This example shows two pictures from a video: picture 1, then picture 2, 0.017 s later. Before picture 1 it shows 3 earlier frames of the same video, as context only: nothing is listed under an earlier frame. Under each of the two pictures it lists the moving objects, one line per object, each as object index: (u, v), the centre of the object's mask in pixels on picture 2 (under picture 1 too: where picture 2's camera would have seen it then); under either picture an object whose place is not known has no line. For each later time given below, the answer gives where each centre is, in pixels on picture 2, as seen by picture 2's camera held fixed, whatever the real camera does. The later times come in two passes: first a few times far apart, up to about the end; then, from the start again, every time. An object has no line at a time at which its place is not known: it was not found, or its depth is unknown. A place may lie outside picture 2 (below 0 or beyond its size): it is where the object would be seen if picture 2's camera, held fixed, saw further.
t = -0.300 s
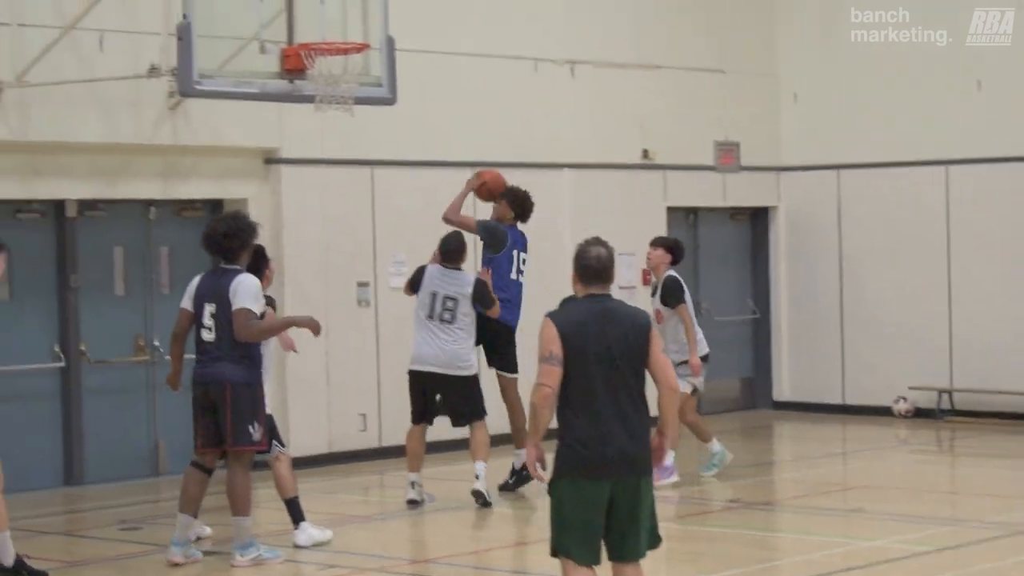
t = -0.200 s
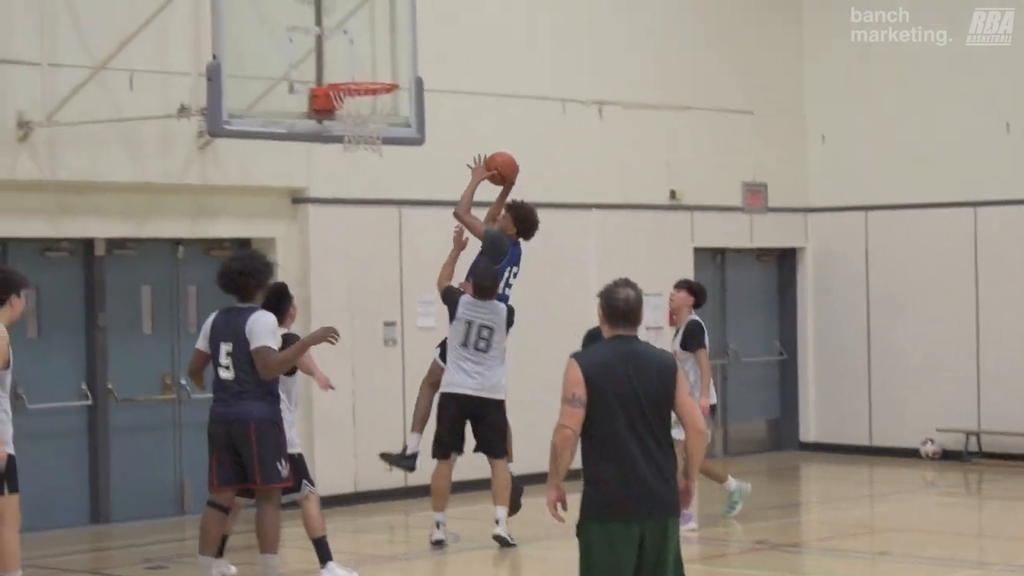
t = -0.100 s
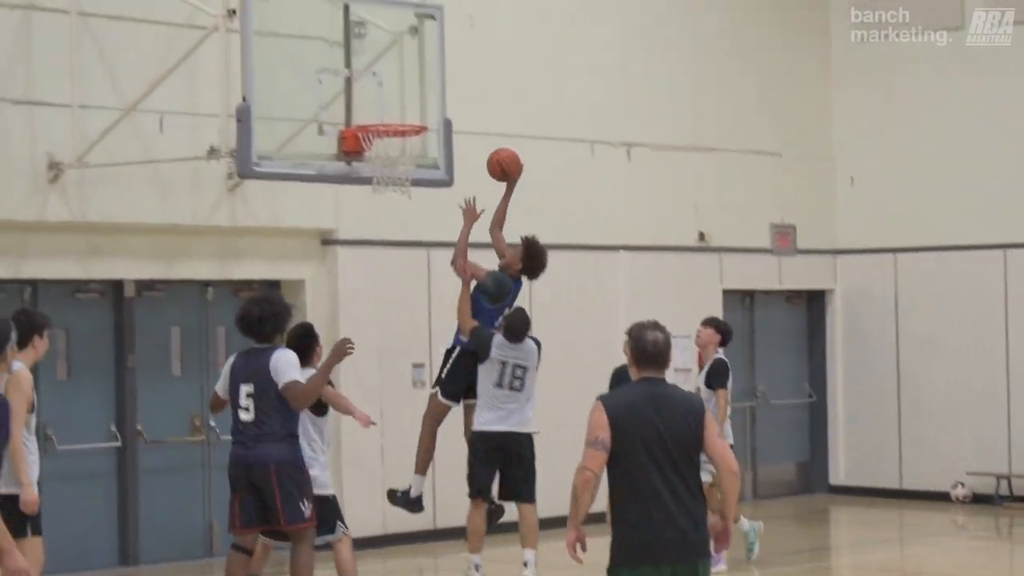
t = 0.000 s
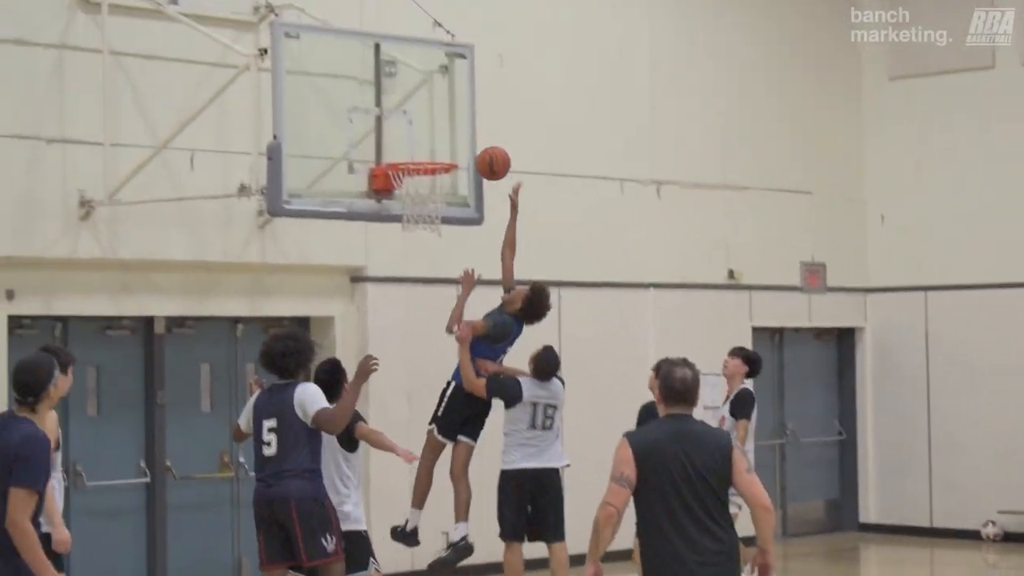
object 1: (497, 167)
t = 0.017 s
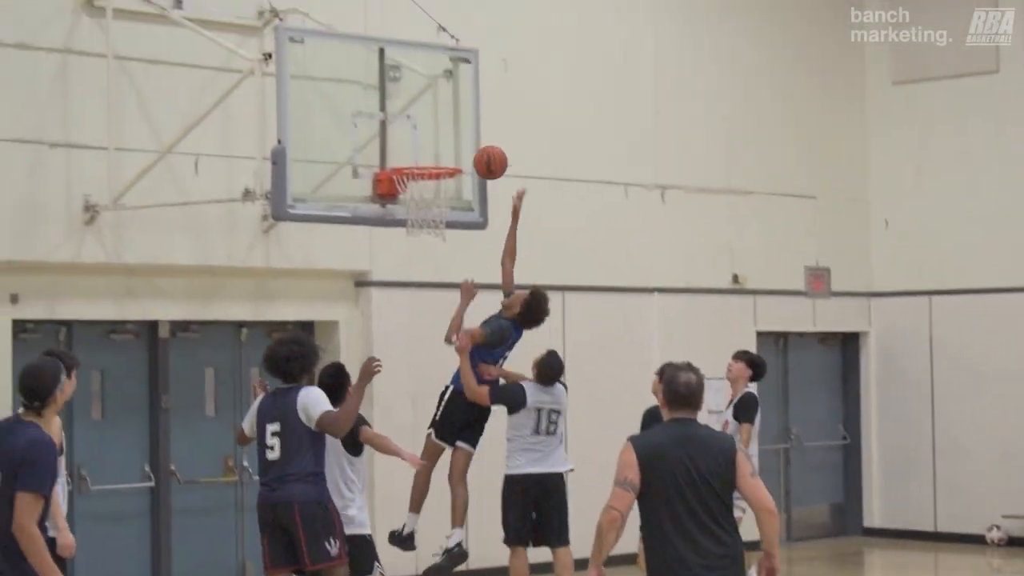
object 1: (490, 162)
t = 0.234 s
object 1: (444, 137)
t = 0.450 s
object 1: (440, 186)
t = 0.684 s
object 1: (429, 213)
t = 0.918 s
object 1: (416, 285)
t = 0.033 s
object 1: (484, 158)
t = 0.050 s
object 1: (477, 153)
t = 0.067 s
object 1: (469, 149)
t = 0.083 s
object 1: (463, 146)
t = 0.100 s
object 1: (456, 143)
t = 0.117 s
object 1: (449, 140)
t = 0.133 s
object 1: (445, 138)
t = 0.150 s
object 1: (445, 137)
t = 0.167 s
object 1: (445, 136)
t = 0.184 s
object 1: (445, 136)
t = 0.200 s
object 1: (444, 136)
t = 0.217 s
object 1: (444, 137)
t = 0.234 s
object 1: (444, 137)
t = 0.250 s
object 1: (444, 139)
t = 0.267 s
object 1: (443, 141)
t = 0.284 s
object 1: (443, 143)
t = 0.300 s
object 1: (443, 145)
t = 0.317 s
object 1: (442, 148)
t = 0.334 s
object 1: (442, 151)
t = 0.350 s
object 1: (442, 153)
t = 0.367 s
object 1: (441, 155)
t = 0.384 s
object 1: (441, 158)
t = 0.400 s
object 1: (440, 166)
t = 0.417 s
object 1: (440, 174)
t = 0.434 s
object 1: (440, 181)
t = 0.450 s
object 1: (440, 186)
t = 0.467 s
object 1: (440, 193)
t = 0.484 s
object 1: (439, 196)
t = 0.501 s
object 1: (439, 199)
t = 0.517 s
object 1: (438, 201)
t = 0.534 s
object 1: (437, 201)
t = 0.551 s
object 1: (436, 202)
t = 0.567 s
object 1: (435, 202)
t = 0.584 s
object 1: (434, 203)
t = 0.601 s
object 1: (433, 203)
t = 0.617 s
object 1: (432, 205)
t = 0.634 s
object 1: (431, 207)
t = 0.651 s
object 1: (430, 208)
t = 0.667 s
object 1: (429, 211)
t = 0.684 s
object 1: (429, 213)
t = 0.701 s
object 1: (428, 216)
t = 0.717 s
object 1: (427, 218)
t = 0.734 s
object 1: (426, 222)
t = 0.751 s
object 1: (425, 226)
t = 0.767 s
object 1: (424, 230)
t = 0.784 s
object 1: (424, 234)
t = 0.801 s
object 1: (424, 237)
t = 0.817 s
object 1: (422, 245)
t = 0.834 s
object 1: (421, 250)
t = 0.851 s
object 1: (420, 257)
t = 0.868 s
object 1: (419, 263)
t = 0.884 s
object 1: (418, 270)
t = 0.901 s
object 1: (417, 277)
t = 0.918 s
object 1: (416, 285)
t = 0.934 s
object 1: (416, 293)
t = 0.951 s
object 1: (415, 302)
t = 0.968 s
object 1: (414, 311)
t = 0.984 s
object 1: (413, 320)
